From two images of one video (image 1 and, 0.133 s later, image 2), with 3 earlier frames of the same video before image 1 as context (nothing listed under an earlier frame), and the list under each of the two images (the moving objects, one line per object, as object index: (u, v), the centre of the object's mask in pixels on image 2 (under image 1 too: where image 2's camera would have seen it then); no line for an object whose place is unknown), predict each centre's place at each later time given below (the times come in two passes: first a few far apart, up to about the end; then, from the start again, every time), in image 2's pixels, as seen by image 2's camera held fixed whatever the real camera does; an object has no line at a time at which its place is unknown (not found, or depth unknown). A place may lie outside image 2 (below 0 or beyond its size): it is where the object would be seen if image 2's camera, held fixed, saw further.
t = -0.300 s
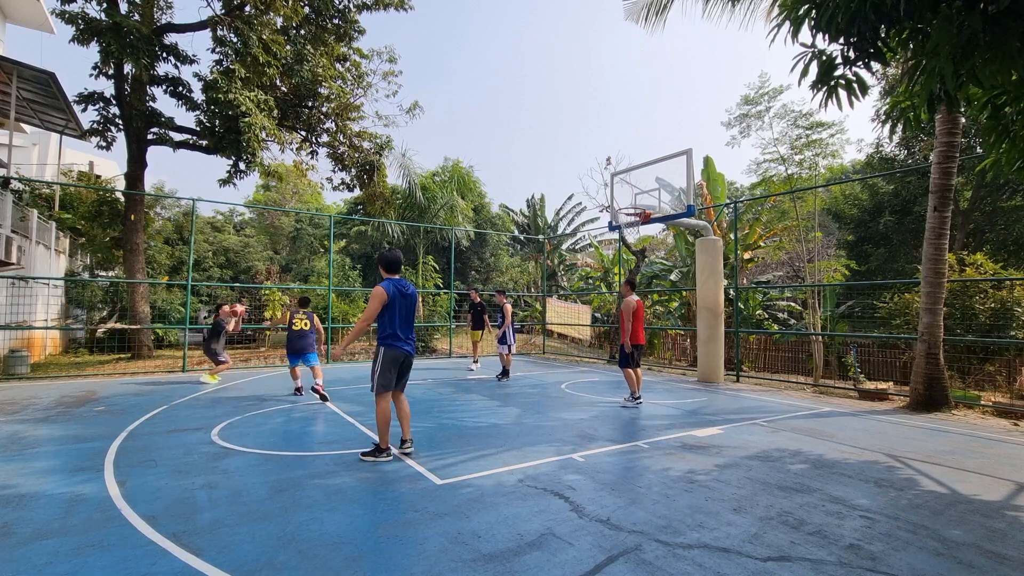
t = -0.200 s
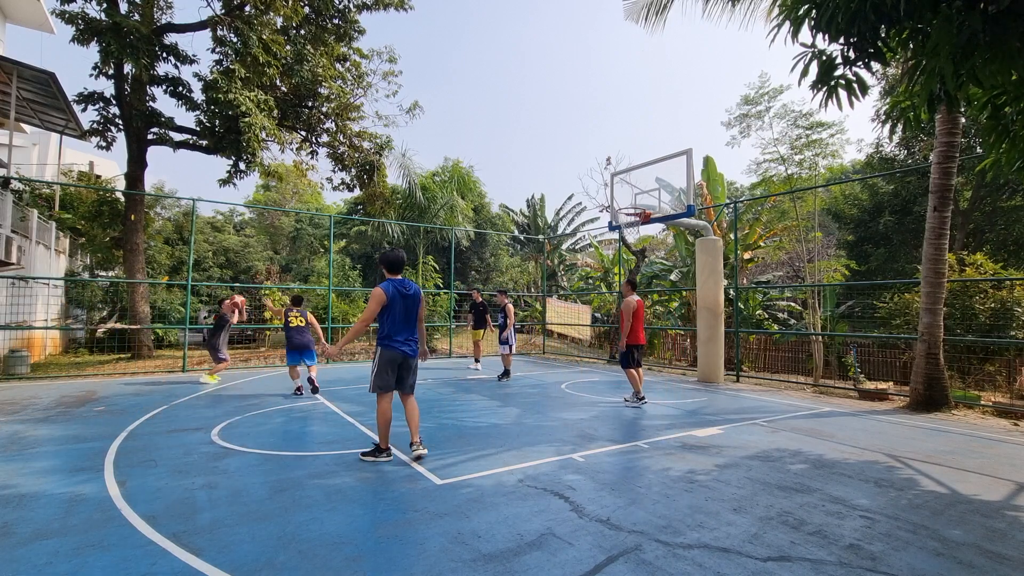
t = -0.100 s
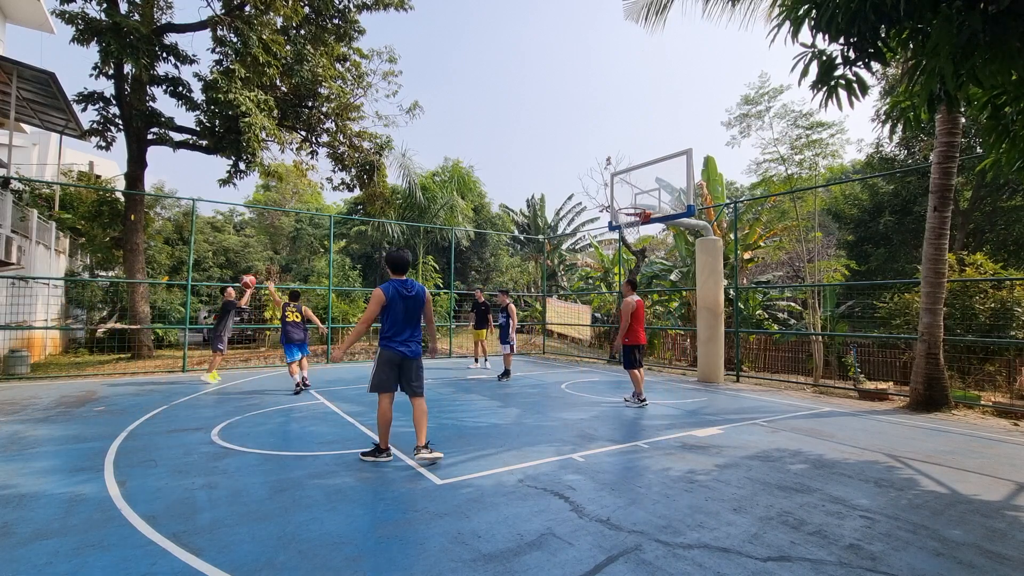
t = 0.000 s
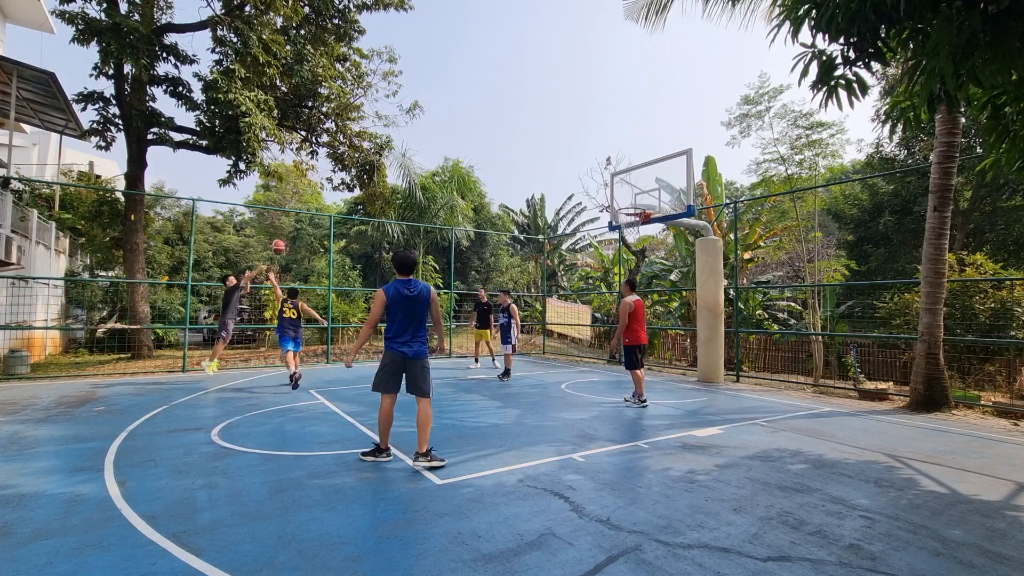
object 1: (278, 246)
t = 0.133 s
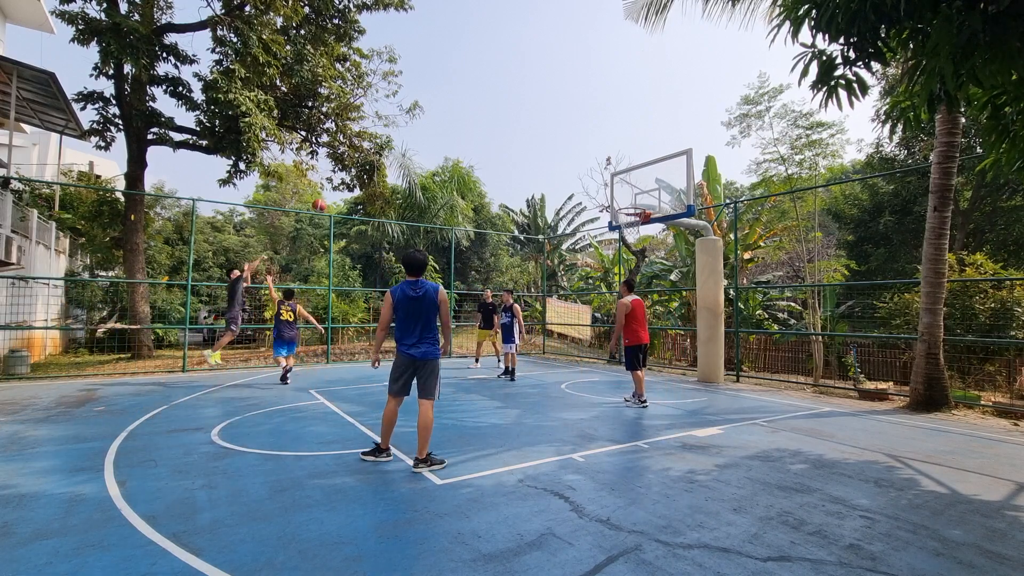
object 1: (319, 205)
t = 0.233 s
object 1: (349, 181)
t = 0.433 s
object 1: (412, 150)
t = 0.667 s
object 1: (483, 141)
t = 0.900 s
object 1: (553, 164)
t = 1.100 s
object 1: (612, 208)
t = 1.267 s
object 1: (572, 240)
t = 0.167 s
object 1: (329, 197)
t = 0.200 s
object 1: (340, 189)
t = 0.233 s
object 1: (349, 181)
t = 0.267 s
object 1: (361, 175)
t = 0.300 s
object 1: (370, 169)
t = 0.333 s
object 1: (380, 163)
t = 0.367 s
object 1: (391, 158)
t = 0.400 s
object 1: (401, 154)
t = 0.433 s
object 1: (412, 150)
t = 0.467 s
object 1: (422, 147)
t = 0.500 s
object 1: (432, 144)
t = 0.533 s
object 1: (442, 143)
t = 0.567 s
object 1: (452, 142)
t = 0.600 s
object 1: (462, 141)
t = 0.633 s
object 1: (472, 141)
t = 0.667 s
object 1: (483, 141)
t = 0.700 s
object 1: (493, 143)
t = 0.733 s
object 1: (503, 145)
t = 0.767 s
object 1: (513, 148)
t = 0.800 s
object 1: (523, 151)
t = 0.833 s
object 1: (533, 155)
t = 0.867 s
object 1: (543, 159)
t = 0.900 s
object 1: (553, 164)
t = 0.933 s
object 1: (563, 170)
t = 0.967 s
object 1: (573, 176)
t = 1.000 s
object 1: (583, 183)
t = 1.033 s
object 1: (593, 191)
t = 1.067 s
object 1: (603, 199)
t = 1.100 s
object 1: (612, 208)
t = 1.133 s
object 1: (606, 213)
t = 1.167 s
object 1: (598, 219)
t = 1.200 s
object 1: (590, 225)
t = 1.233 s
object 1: (581, 232)
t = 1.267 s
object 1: (572, 240)
